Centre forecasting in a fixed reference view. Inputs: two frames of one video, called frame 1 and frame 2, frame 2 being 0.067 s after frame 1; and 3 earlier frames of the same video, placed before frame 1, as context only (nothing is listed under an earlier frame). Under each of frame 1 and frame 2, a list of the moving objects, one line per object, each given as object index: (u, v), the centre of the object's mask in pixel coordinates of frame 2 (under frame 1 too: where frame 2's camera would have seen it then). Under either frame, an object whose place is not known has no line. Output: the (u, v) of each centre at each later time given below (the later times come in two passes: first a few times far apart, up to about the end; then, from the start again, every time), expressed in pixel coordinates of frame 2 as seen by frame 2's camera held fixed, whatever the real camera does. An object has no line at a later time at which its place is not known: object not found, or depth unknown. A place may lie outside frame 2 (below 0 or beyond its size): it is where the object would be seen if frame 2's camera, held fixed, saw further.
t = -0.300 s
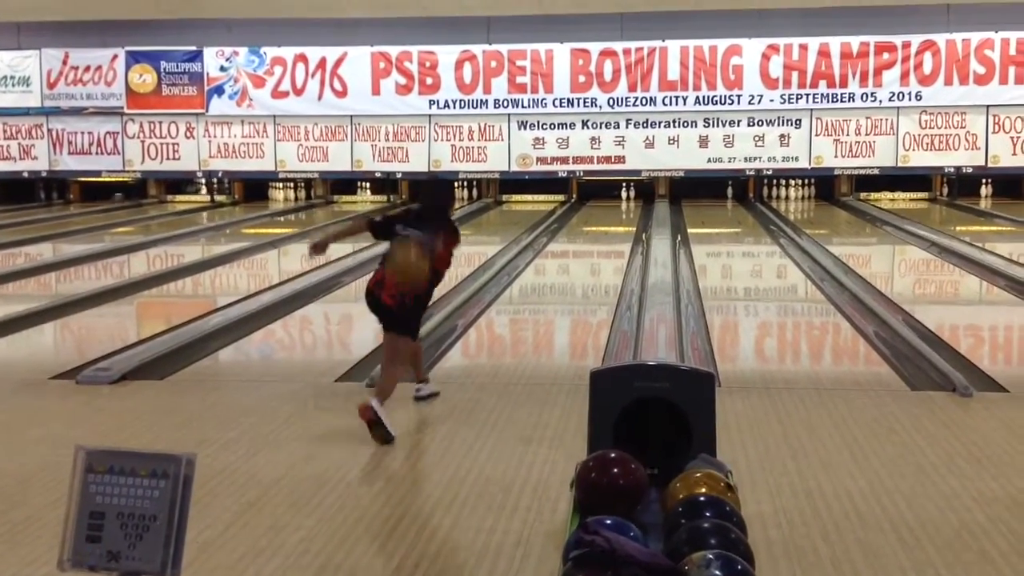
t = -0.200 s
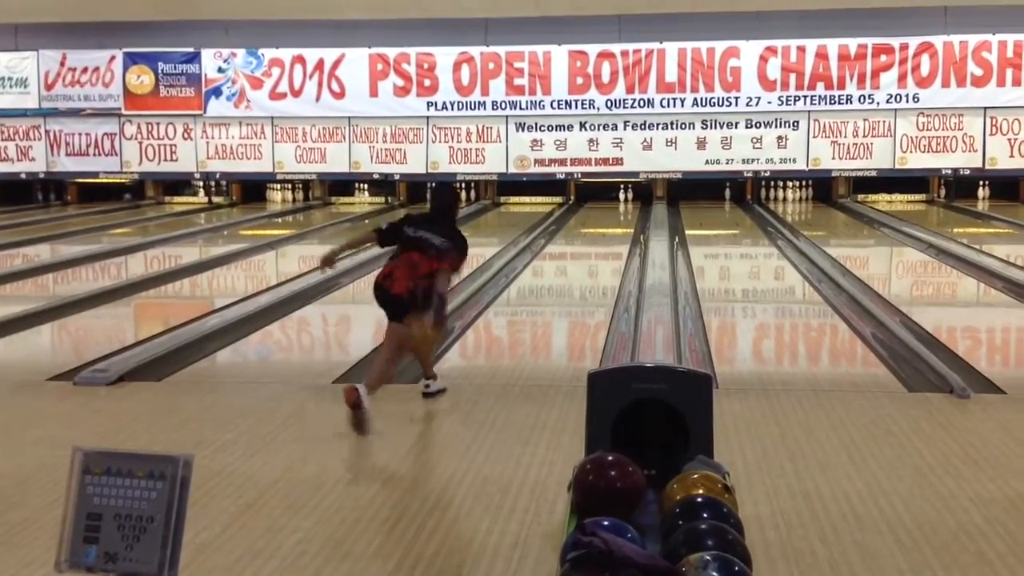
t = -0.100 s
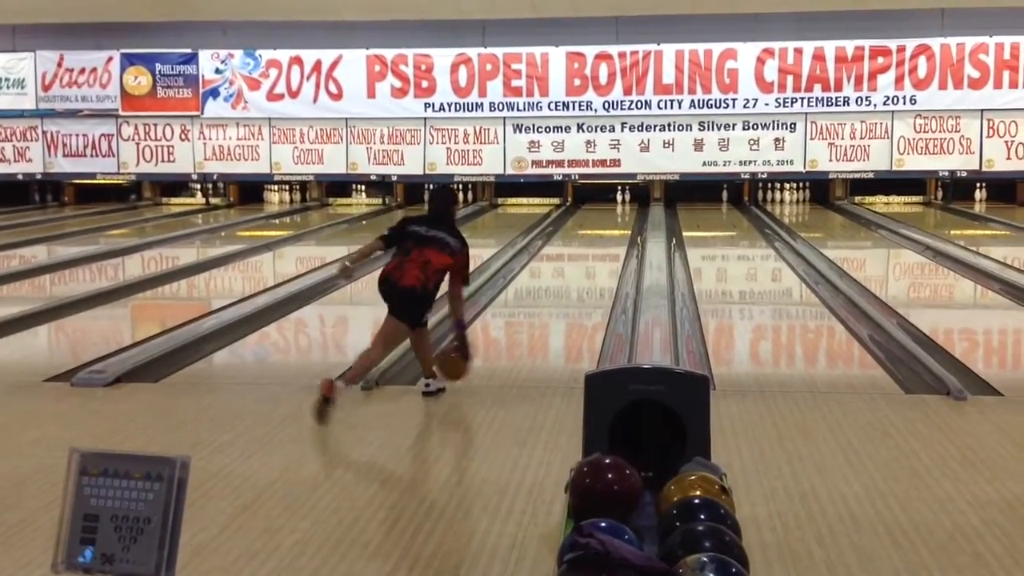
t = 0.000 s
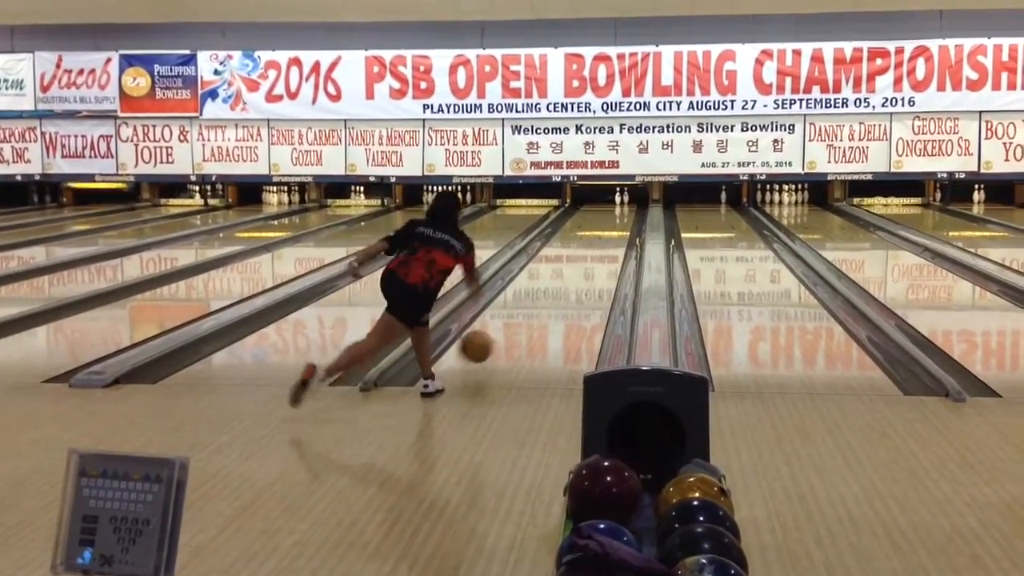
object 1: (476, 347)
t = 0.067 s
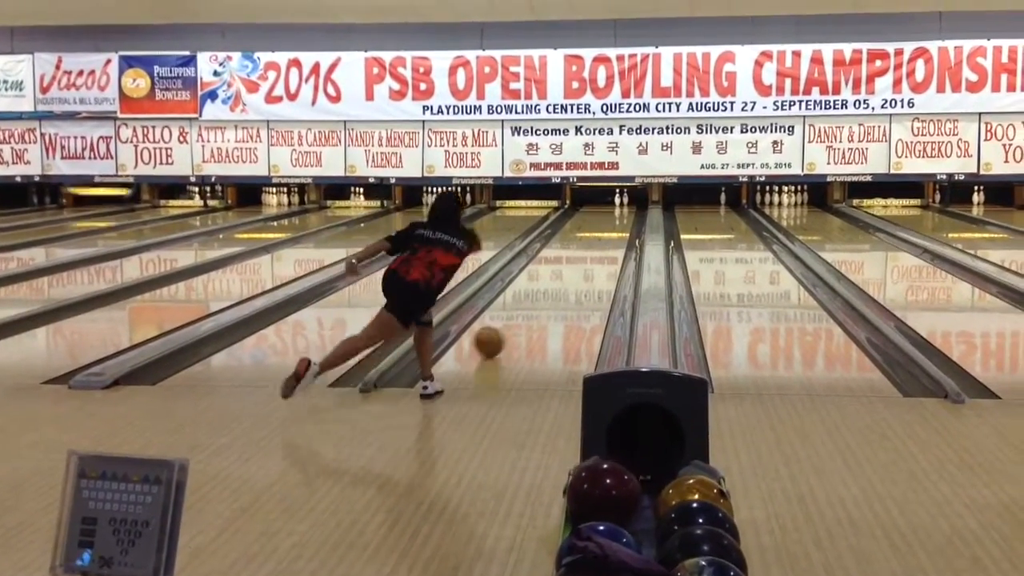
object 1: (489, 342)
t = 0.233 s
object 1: (518, 314)
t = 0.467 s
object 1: (546, 287)
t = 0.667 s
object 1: (564, 269)
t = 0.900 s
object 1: (580, 254)
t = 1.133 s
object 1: (593, 240)
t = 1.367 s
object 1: (601, 230)
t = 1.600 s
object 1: (608, 223)
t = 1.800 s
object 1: (611, 216)
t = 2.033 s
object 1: (614, 210)
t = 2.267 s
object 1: (616, 205)
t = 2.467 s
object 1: (617, 201)
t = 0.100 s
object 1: (496, 335)
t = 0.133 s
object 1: (502, 329)
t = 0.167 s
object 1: (507, 324)
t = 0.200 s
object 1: (512, 319)
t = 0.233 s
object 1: (518, 314)
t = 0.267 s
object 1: (522, 310)
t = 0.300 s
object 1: (527, 306)
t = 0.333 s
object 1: (531, 301)
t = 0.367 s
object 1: (535, 298)
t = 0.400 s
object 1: (539, 294)
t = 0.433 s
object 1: (542, 290)
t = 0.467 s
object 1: (546, 287)
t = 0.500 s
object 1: (549, 284)
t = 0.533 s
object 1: (553, 281)
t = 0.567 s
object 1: (556, 278)
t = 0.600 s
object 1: (559, 275)
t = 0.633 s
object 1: (561, 272)
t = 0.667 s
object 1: (564, 269)
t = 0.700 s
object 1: (567, 267)
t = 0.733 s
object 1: (569, 264)
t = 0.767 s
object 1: (571, 262)
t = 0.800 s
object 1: (574, 260)
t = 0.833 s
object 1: (576, 257)
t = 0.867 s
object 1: (578, 255)
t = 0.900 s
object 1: (580, 254)
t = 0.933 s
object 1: (581, 252)
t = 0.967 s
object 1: (583, 251)
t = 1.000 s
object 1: (585, 250)
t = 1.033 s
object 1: (587, 247)
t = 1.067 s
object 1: (589, 244)
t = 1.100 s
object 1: (590, 242)
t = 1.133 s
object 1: (593, 240)
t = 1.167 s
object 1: (593, 240)
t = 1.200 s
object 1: (595, 237)
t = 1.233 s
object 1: (596, 235)
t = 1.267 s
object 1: (597, 235)
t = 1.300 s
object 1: (598, 233)
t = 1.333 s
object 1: (600, 232)
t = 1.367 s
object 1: (601, 230)
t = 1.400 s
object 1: (602, 229)
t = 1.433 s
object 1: (604, 227)
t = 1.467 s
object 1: (605, 227)
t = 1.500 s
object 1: (606, 226)
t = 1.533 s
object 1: (607, 224)
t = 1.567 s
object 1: (608, 224)
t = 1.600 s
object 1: (608, 223)
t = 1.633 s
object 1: (609, 221)
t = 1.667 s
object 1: (609, 221)
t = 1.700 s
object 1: (609, 220)
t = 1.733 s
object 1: (609, 219)
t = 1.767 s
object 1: (610, 217)
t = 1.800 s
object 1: (611, 216)
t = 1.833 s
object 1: (612, 215)
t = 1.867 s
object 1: (612, 214)
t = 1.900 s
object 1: (614, 213)
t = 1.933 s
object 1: (614, 211)
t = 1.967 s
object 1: (614, 211)
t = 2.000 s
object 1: (614, 210)
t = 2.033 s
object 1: (614, 210)
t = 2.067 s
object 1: (615, 210)
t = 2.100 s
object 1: (615, 208)
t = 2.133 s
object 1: (615, 207)
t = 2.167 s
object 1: (616, 207)
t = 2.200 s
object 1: (616, 206)
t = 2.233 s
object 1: (616, 206)
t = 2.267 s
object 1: (616, 205)
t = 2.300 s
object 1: (616, 205)
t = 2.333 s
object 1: (616, 204)
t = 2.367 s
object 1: (616, 204)
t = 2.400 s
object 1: (616, 203)
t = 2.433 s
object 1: (617, 202)
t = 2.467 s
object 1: (617, 201)
